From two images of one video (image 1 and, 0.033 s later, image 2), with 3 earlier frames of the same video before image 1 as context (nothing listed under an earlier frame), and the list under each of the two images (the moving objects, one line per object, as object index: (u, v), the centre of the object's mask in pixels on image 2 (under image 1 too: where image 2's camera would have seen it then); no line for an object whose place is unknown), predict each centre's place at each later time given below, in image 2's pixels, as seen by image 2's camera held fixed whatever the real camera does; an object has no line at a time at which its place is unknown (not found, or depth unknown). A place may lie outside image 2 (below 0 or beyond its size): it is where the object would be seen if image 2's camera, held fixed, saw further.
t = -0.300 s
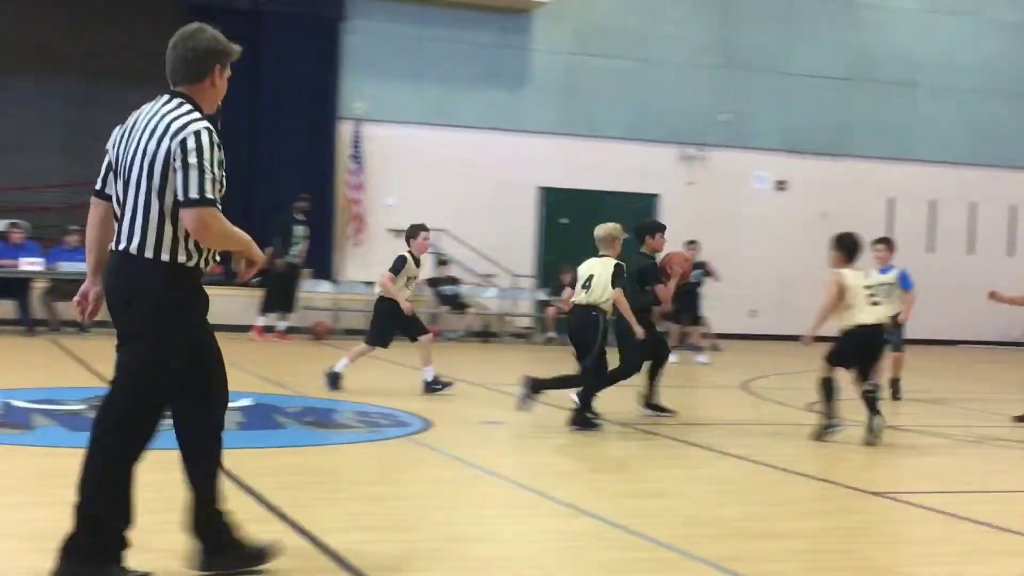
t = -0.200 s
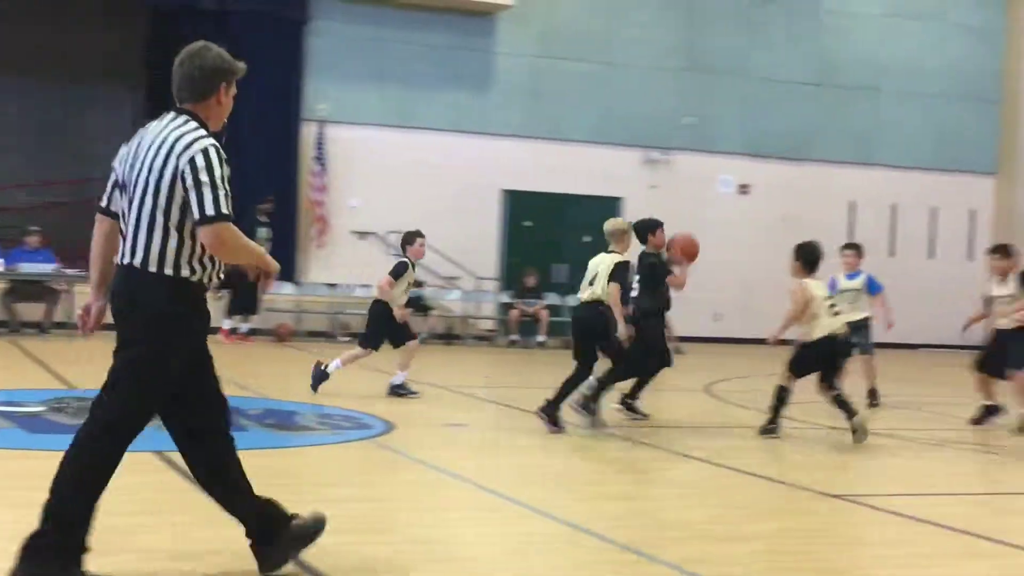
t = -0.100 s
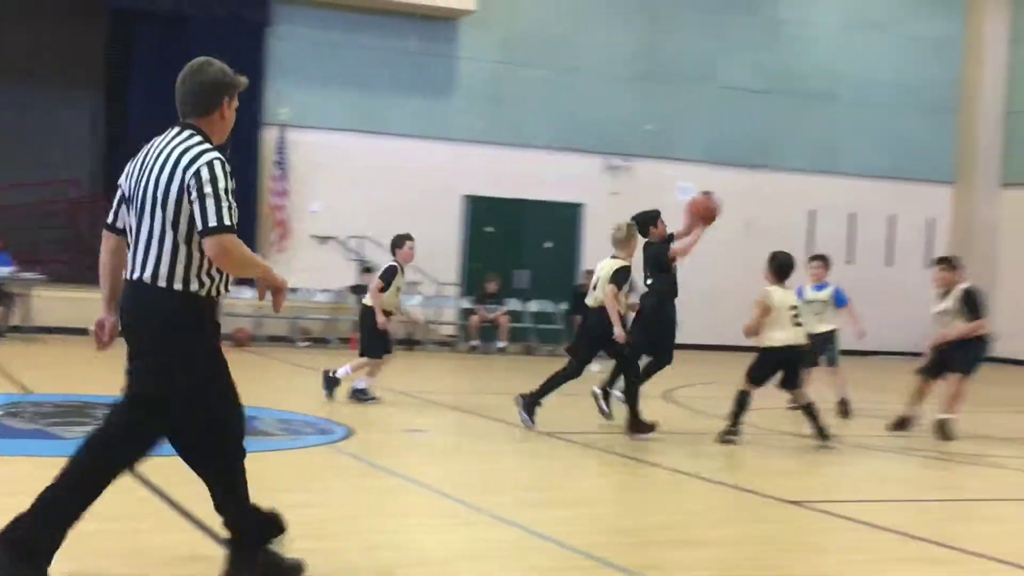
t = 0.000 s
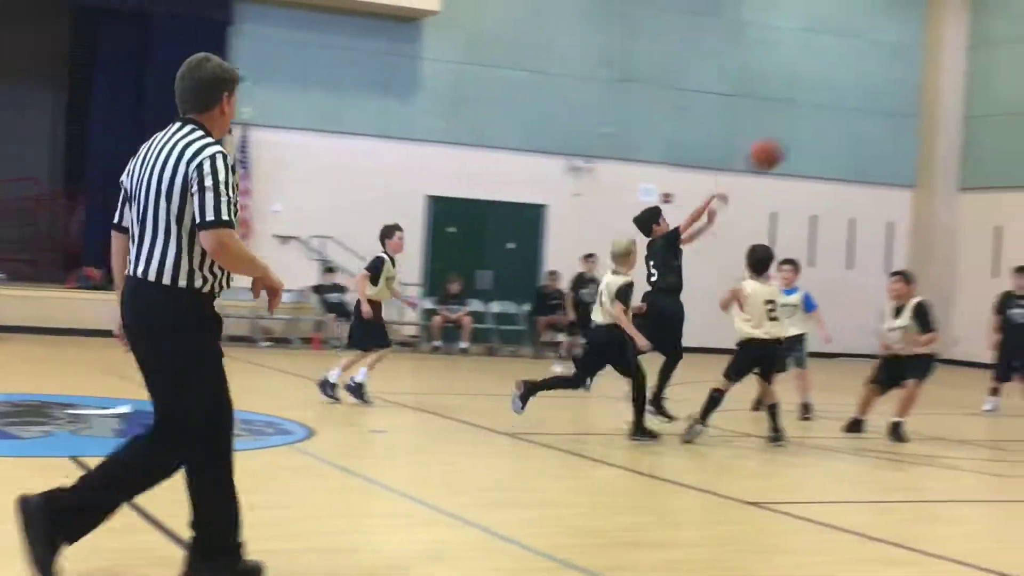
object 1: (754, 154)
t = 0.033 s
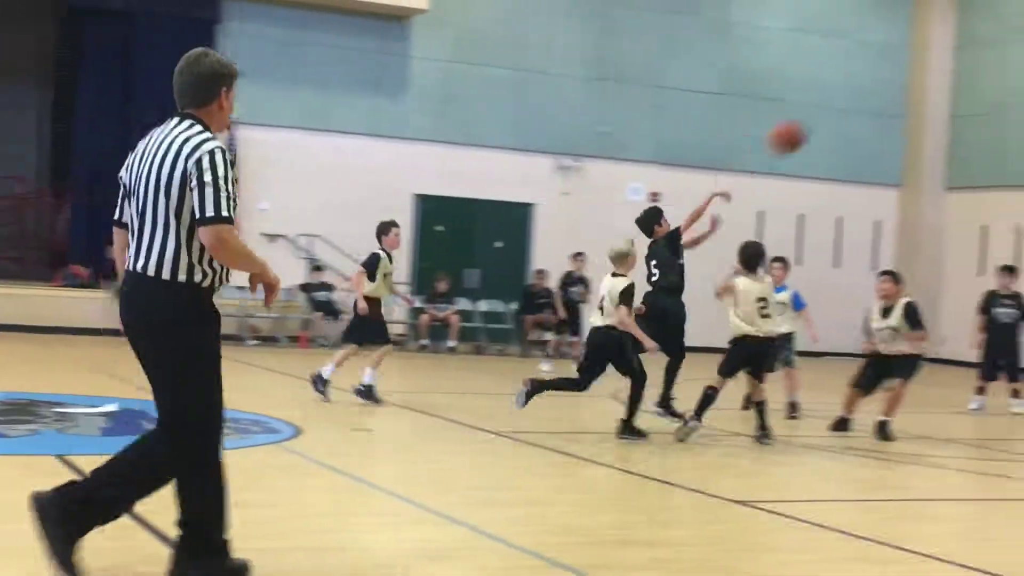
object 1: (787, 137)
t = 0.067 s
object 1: (824, 122)
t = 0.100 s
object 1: (860, 107)
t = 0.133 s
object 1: (897, 92)
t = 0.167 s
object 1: (934, 78)
